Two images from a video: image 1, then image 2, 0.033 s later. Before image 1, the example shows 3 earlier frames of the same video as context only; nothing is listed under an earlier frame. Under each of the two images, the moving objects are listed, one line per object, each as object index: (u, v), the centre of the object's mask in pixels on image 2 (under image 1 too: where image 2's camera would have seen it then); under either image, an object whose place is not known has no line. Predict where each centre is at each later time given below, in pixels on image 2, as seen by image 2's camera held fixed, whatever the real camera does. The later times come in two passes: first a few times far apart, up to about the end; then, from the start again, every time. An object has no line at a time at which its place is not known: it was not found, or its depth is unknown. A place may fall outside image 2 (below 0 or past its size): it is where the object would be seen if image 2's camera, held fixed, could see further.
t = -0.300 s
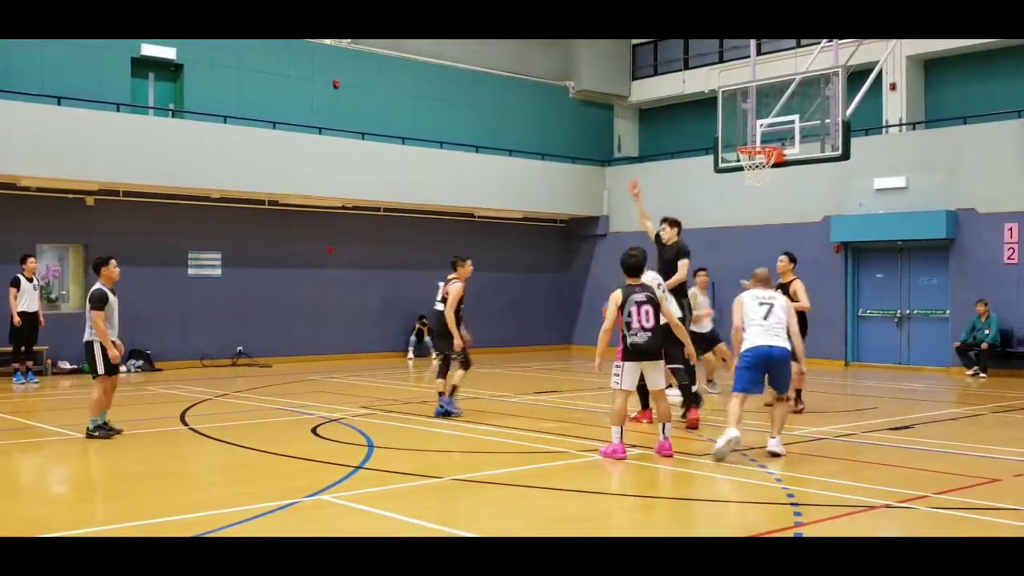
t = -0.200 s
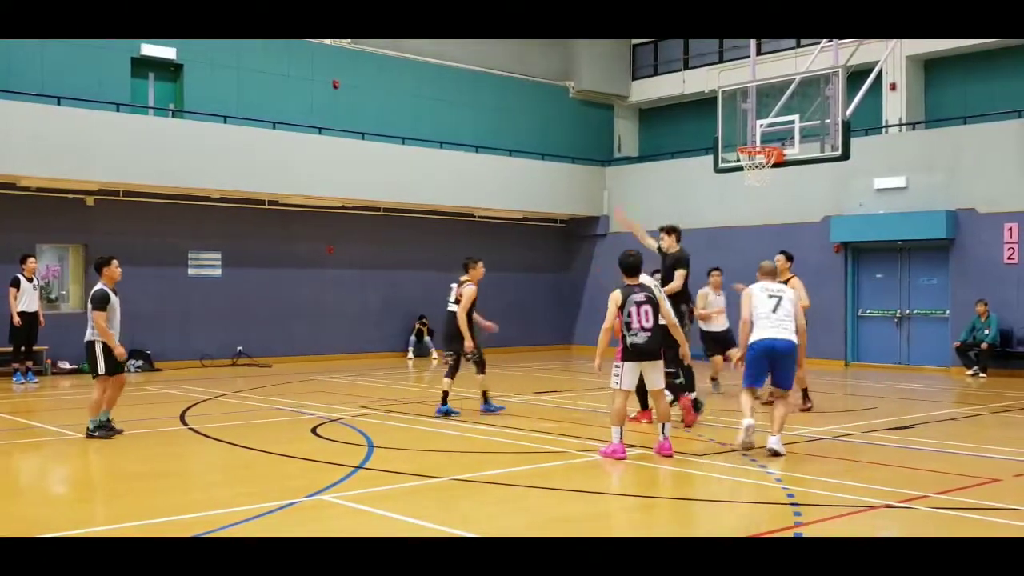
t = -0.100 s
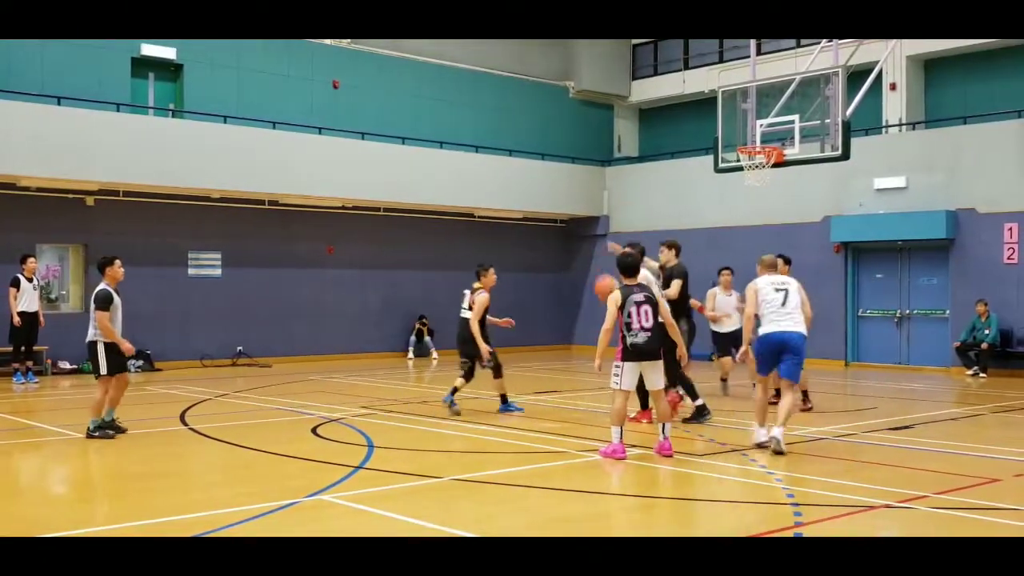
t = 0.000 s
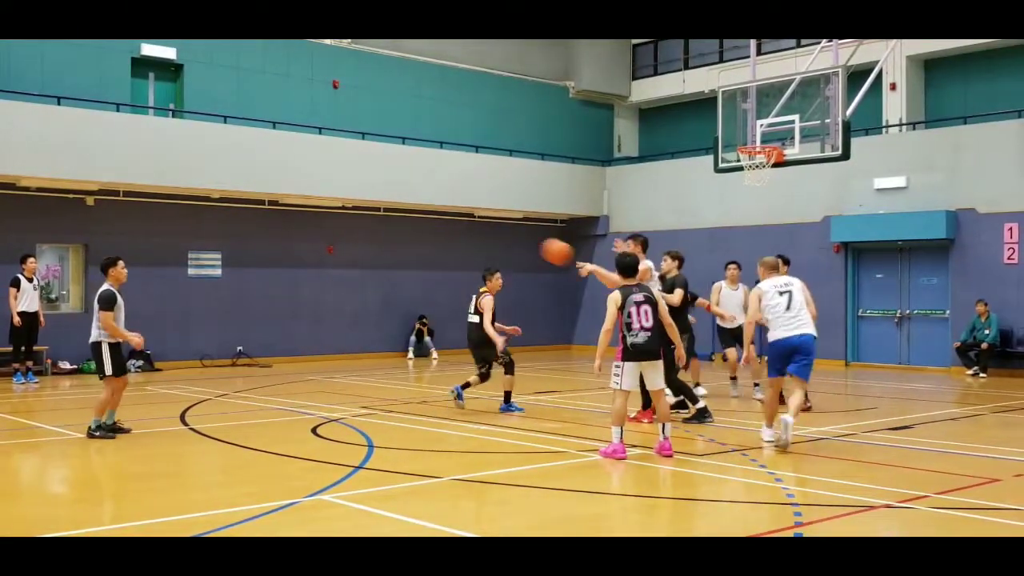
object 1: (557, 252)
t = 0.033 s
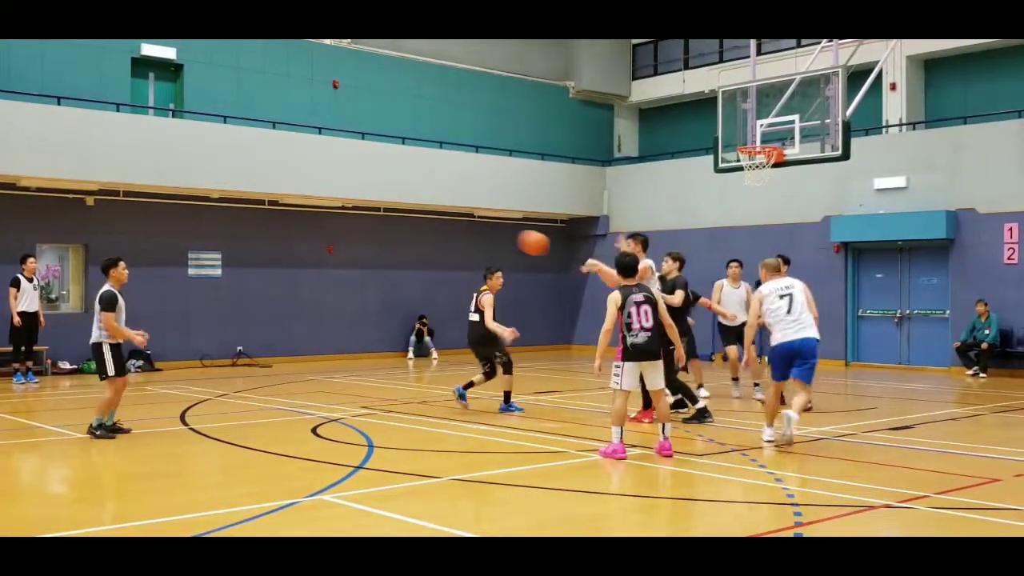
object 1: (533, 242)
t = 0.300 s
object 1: (346, 208)
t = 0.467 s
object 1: (227, 217)
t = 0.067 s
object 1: (511, 235)
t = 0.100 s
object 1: (487, 228)
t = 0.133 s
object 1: (464, 222)
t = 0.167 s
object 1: (440, 217)
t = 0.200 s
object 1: (418, 215)
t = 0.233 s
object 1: (395, 212)
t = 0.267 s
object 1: (370, 211)
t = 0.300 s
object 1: (346, 208)
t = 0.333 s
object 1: (323, 209)
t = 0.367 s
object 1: (298, 209)
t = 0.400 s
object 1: (274, 211)
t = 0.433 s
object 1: (251, 213)
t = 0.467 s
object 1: (227, 217)
